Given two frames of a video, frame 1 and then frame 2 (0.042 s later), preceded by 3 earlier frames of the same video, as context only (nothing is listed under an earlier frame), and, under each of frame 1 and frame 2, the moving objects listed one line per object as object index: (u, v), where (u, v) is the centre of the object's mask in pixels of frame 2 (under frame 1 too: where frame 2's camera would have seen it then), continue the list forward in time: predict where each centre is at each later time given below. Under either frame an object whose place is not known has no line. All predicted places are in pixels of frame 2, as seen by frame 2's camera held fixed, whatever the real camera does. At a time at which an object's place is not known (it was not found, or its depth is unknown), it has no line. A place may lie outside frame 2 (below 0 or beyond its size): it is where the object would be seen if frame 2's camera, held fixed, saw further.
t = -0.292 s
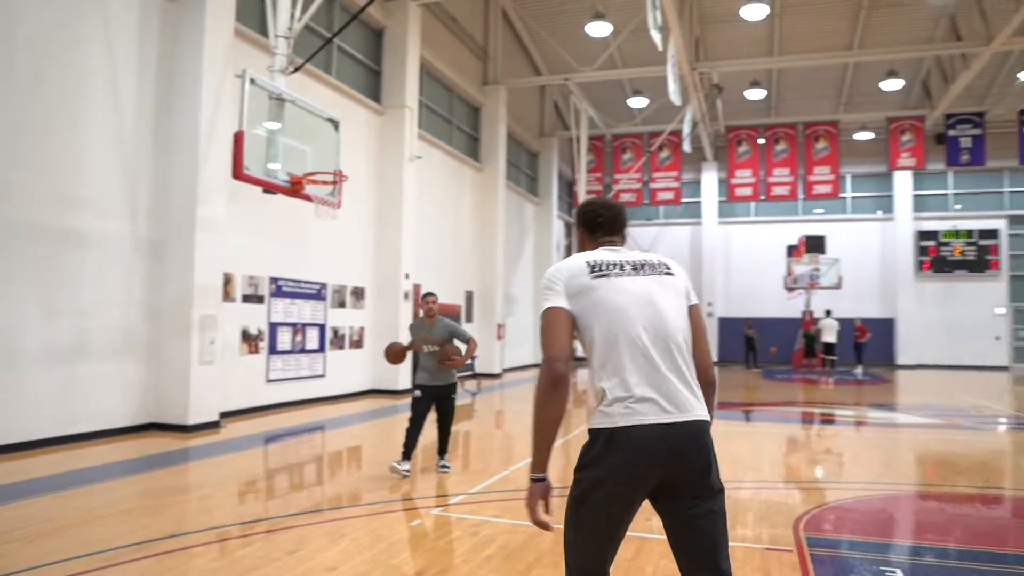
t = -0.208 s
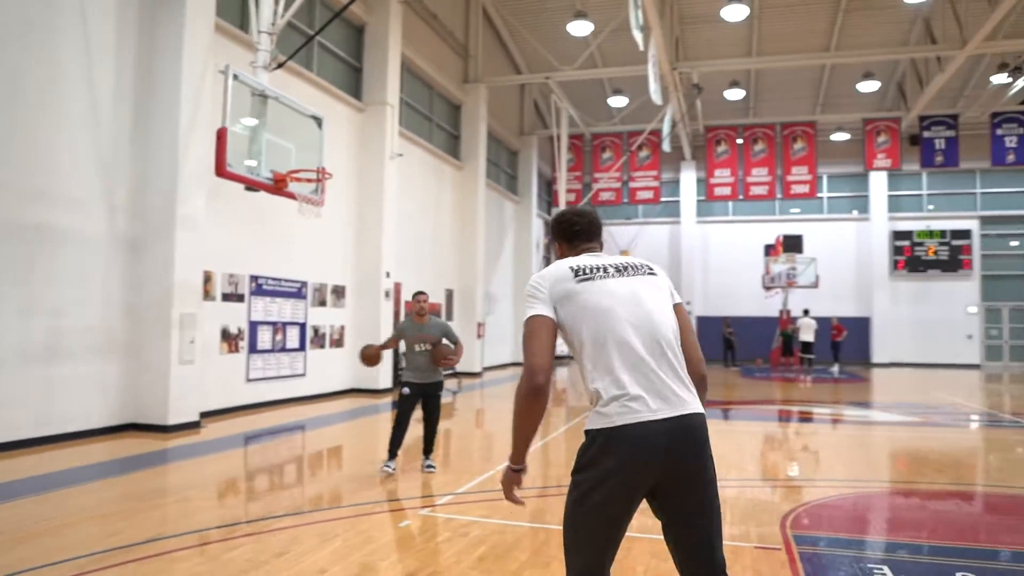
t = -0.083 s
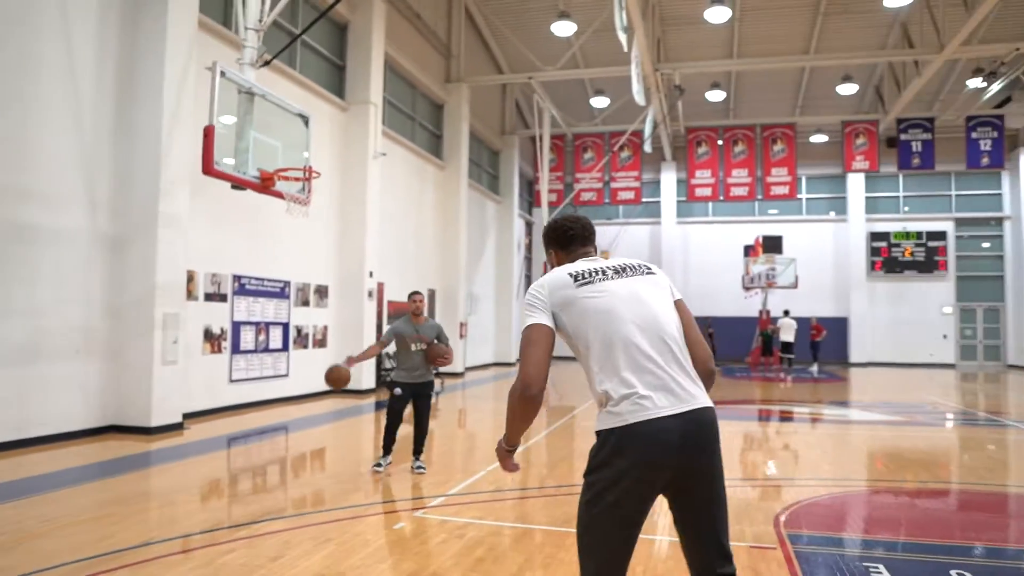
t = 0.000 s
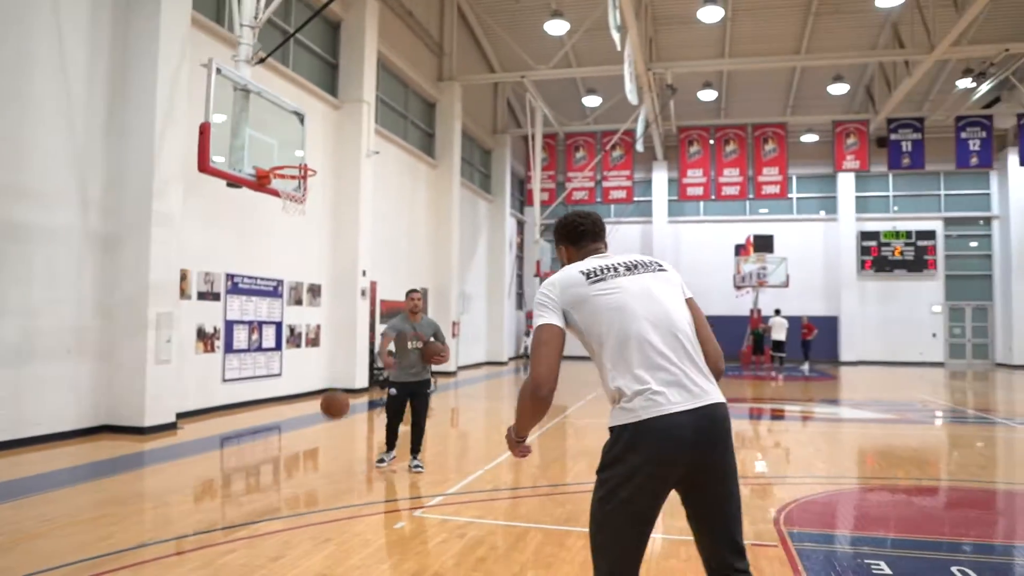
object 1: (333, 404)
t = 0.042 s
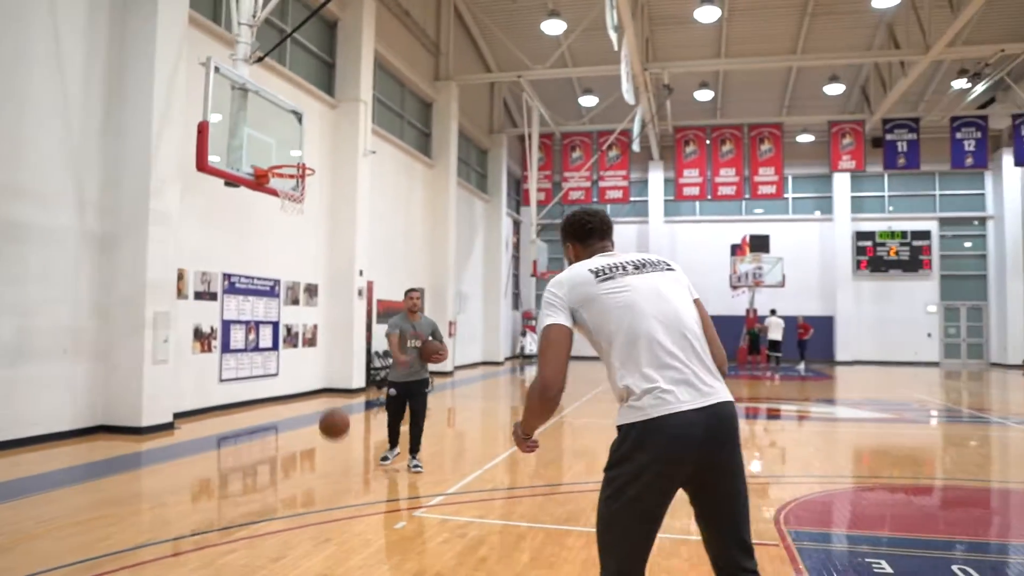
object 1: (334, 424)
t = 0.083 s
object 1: (335, 448)
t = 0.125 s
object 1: (336, 479)
